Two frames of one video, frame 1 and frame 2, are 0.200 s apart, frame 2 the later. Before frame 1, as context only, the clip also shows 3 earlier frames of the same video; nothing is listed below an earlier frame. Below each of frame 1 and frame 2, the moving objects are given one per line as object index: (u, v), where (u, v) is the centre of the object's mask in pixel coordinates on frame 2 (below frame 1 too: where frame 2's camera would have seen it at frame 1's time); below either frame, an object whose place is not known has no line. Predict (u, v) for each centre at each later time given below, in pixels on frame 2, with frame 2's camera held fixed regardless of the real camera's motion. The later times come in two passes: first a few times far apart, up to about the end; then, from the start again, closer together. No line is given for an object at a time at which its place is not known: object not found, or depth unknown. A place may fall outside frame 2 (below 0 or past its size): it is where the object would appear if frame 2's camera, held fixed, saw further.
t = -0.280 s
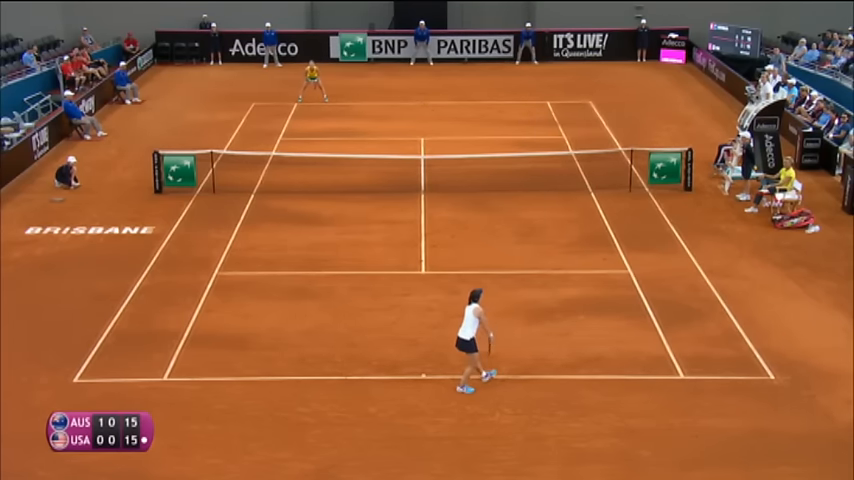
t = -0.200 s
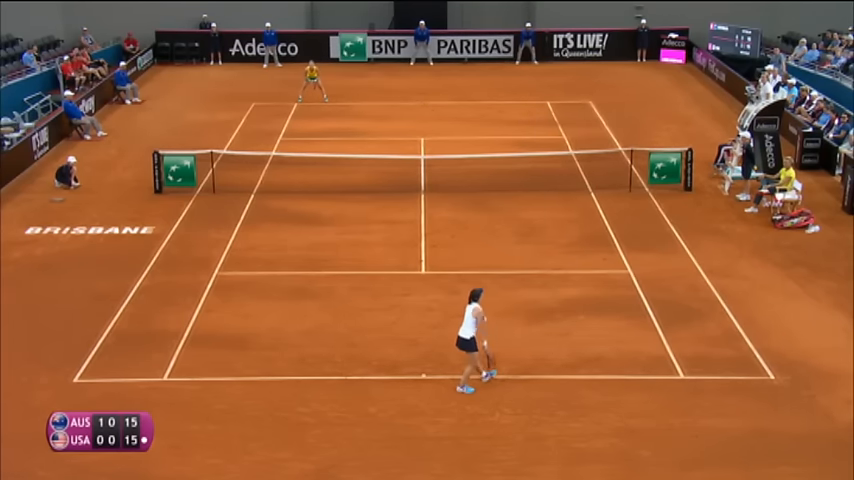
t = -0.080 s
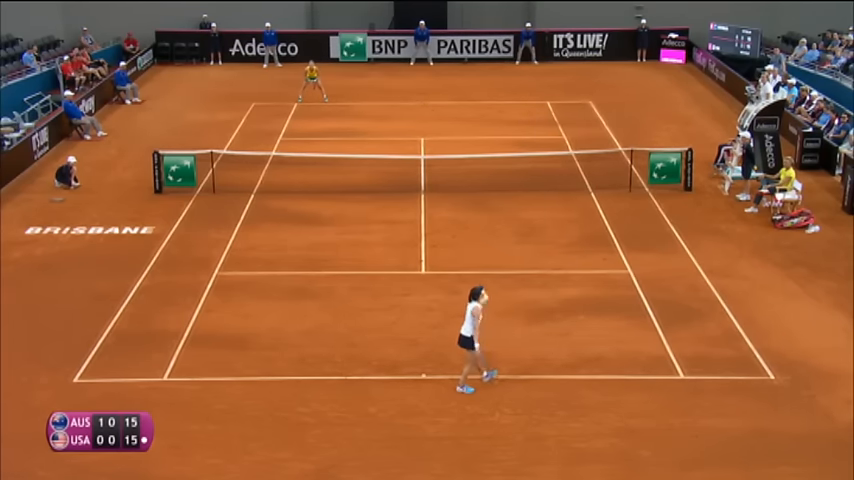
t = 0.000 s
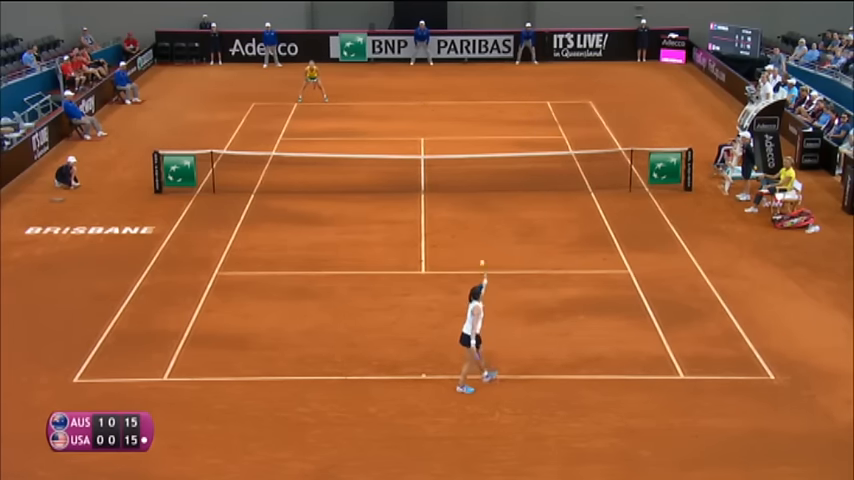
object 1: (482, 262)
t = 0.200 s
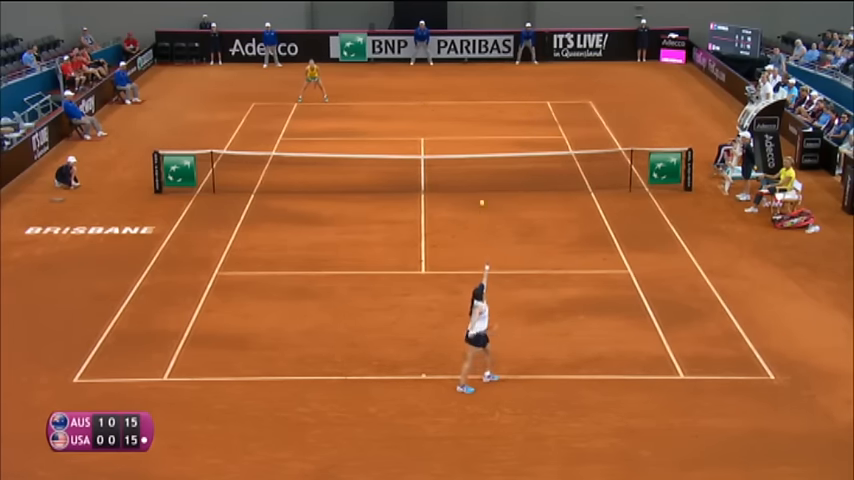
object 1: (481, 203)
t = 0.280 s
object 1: (481, 185)
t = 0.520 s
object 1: (481, 157)
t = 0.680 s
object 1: (480, 158)
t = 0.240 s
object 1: (481, 193)
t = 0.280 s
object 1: (481, 185)
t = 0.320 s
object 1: (481, 178)
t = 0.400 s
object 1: (481, 167)
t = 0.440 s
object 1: (481, 163)
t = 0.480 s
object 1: (481, 159)
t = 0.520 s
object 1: (481, 157)
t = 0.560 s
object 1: (481, 157)
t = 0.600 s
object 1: (481, 156)
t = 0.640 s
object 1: (481, 156)
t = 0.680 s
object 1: (480, 158)
